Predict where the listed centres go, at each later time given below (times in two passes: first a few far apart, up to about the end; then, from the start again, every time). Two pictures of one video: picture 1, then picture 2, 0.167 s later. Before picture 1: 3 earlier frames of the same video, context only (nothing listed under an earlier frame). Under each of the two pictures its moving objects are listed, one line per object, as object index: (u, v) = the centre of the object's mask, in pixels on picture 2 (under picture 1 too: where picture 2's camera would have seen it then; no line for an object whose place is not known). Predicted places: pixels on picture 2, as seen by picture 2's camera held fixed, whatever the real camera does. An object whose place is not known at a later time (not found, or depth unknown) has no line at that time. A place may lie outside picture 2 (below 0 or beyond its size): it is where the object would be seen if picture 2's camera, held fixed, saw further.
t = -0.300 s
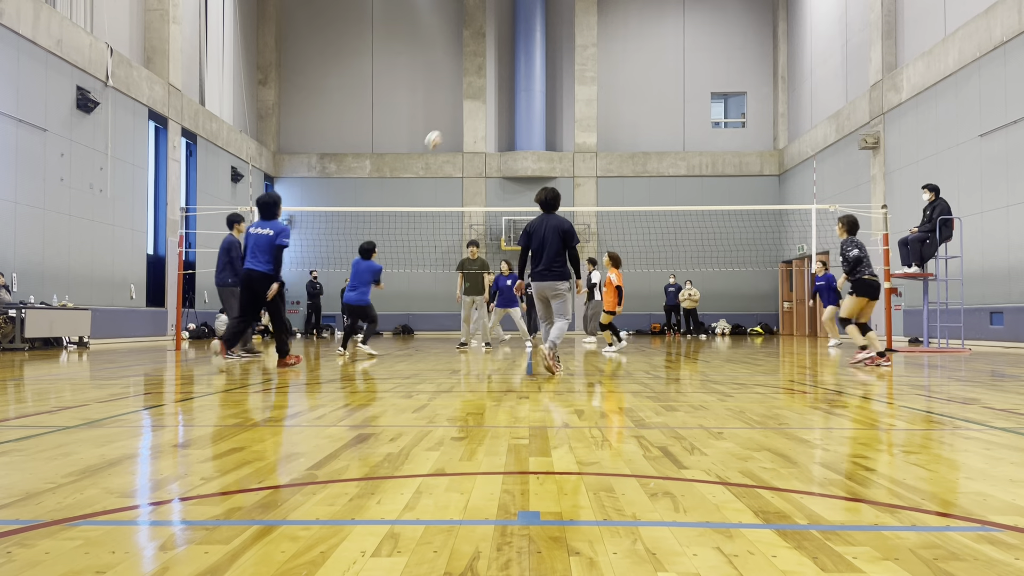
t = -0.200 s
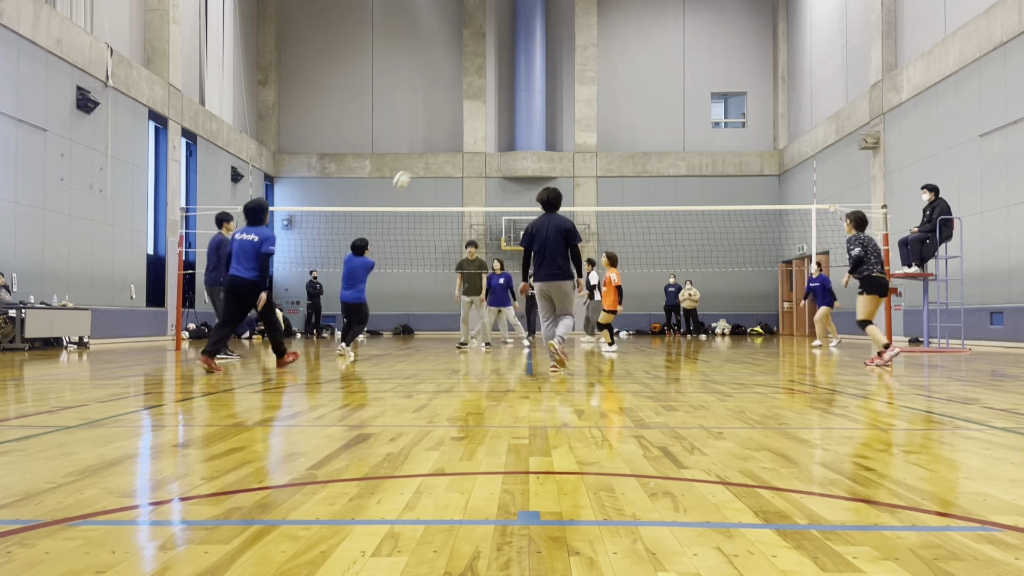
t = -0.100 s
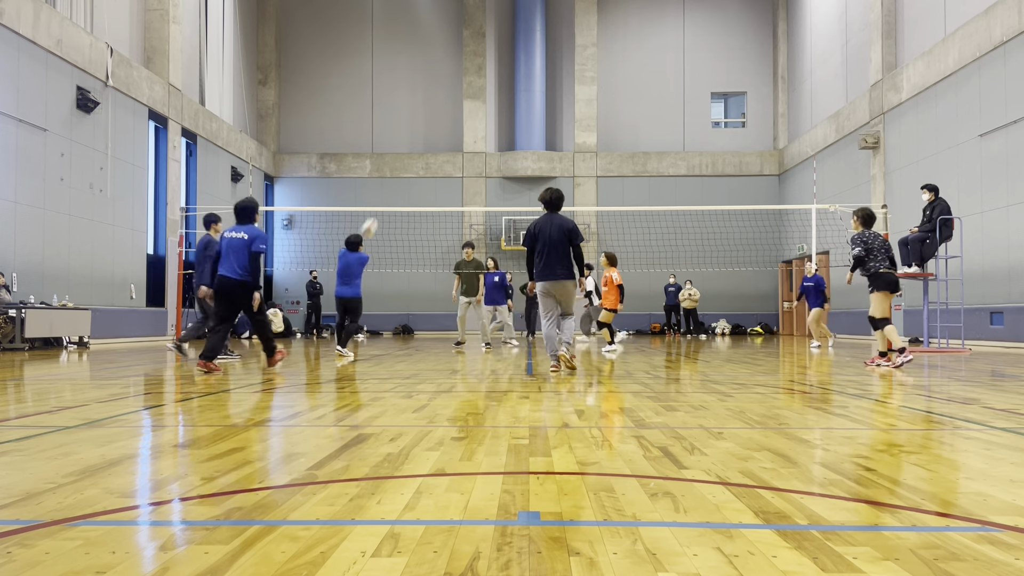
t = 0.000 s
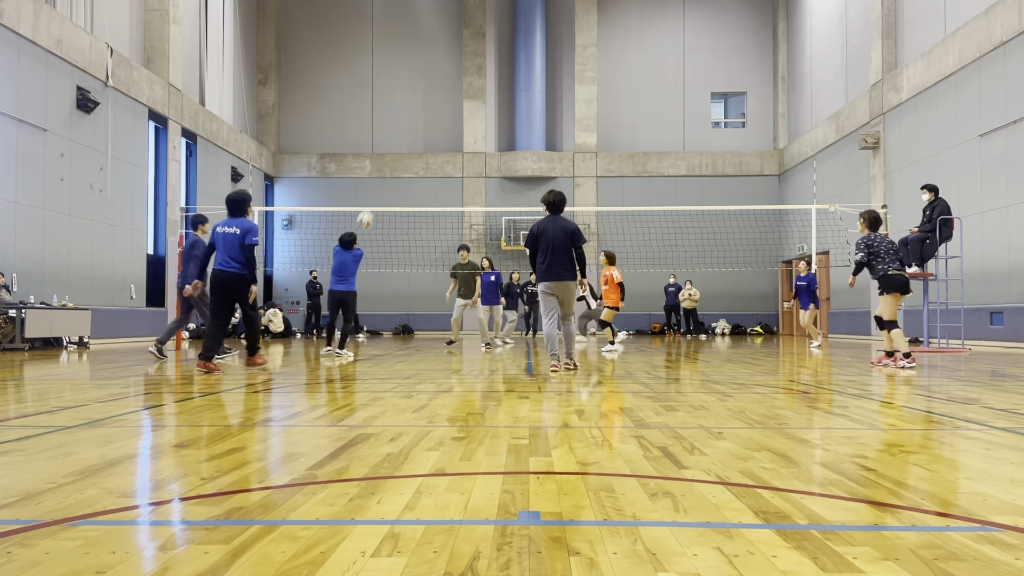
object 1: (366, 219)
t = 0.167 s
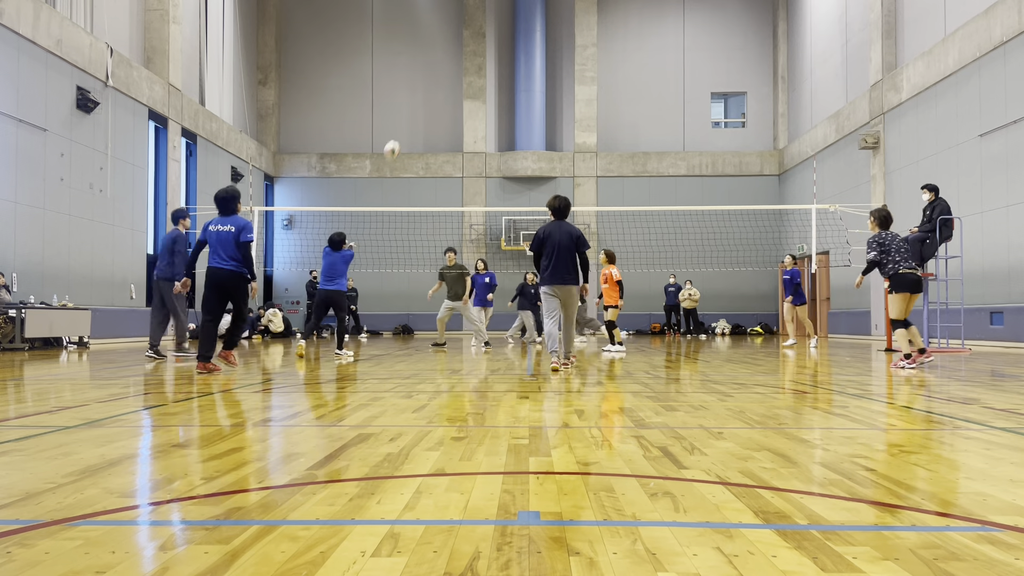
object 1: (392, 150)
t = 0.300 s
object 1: (413, 109)
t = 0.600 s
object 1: (460, 67)
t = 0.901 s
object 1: (504, 87)
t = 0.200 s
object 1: (397, 138)
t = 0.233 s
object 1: (403, 127)
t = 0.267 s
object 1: (408, 118)
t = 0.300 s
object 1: (413, 109)
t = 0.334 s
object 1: (418, 102)
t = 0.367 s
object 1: (423, 94)
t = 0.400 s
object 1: (429, 88)
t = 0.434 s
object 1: (434, 82)
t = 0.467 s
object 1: (439, 78)
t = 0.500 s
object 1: (445, 74)
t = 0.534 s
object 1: (450, 71)
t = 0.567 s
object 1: (455, 68)
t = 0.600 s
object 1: (460, 67)
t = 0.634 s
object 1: (465, 66)
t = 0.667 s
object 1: (470, 66)
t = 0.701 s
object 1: (475, 67)
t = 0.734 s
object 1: (479, 68)
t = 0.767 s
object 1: (484, 70)
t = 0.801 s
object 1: (489, 73)
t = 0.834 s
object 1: (494, 77)
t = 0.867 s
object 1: (499, 82)
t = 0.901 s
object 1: (504, 87)
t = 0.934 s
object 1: (508, 93)
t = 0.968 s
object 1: (513, 99)
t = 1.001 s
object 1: (517, 106)
